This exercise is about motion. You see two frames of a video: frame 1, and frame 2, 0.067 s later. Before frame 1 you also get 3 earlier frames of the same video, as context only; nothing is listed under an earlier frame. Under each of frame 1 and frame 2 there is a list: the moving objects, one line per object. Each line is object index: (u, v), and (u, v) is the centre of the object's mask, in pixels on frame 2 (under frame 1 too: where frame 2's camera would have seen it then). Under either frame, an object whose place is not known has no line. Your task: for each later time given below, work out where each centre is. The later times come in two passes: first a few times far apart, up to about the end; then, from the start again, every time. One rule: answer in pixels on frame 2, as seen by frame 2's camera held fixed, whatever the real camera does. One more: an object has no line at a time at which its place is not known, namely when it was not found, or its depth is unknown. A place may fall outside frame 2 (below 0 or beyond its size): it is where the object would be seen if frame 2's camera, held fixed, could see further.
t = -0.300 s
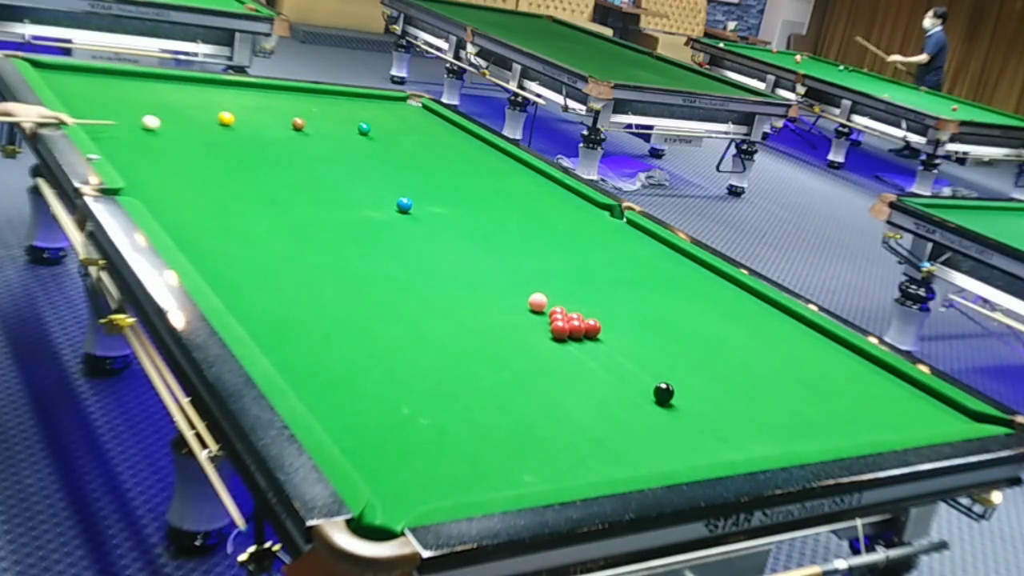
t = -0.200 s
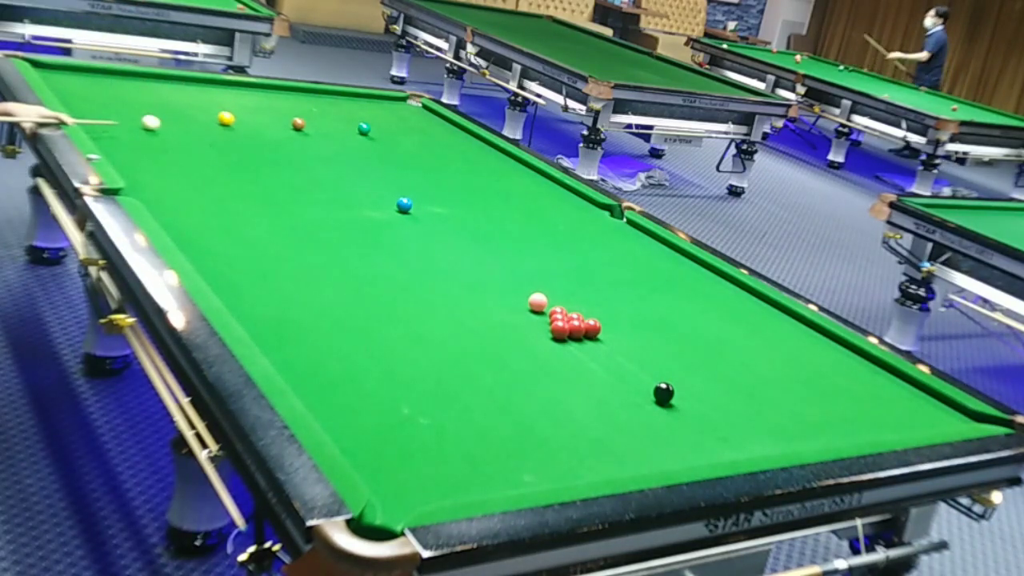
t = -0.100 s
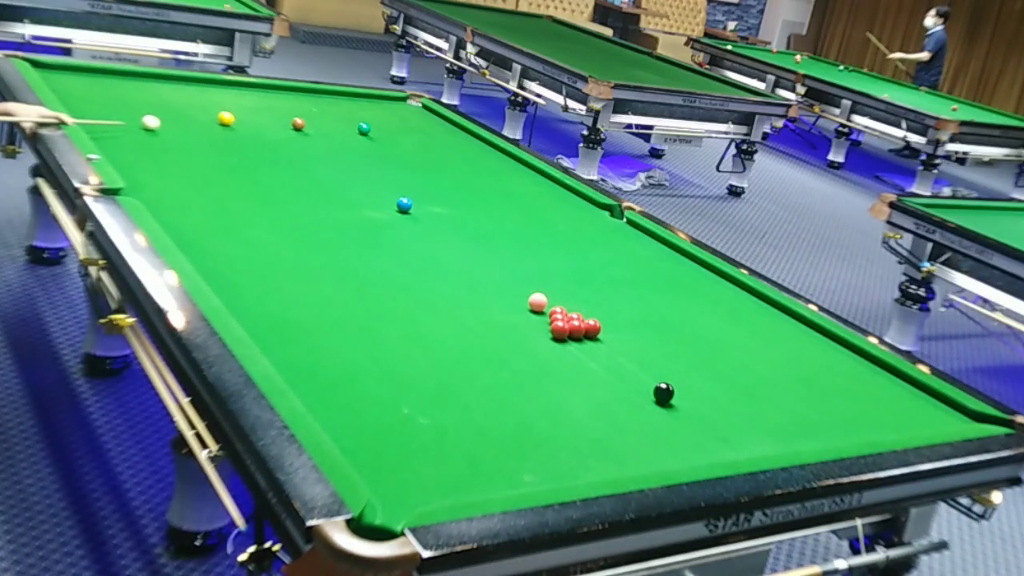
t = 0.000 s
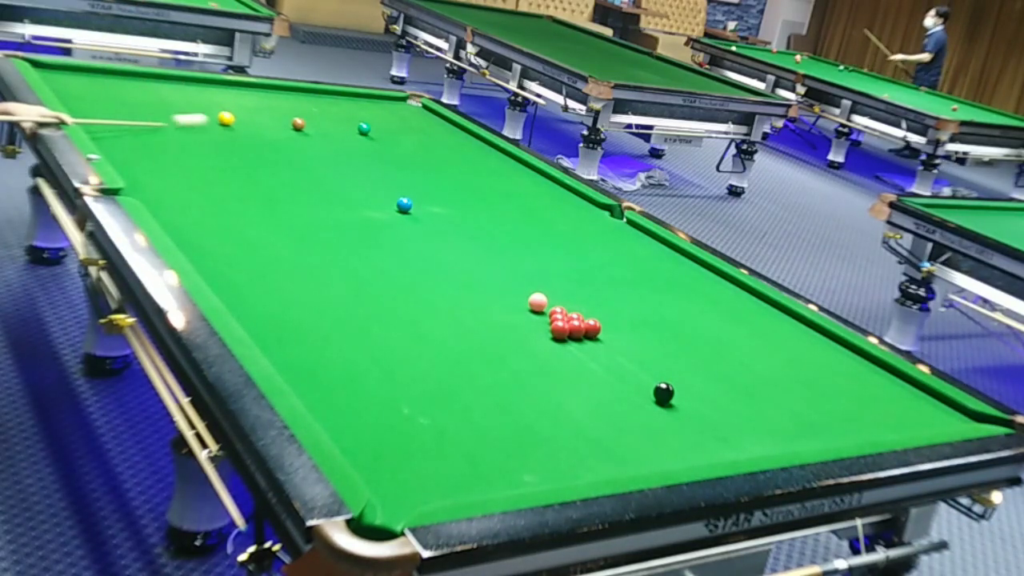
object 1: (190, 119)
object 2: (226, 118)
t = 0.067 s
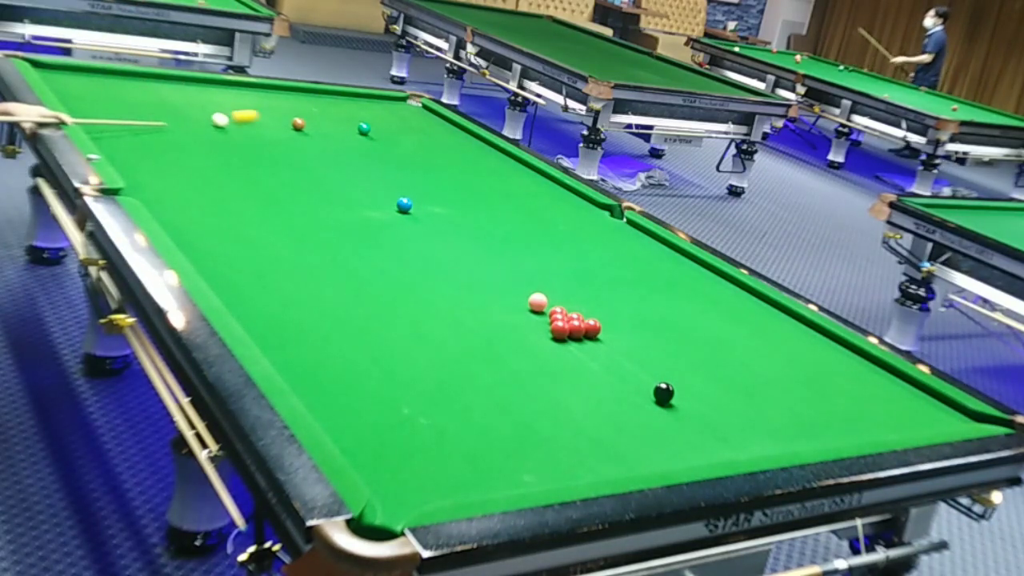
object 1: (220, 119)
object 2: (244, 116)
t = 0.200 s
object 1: (229, 123)
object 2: (310, 109)
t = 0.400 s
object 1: (242, 127)
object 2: (381, 102)
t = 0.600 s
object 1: (254, 131)
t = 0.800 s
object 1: (265, 134)
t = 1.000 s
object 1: (275, 137)
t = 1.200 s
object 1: (284, 140)
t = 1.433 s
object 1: (292, 143)
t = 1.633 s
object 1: (299, 145)
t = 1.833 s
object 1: (304, 147)
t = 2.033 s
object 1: (308, 149)
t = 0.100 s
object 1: (222, 121)
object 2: (263, 113)
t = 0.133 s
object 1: (225, 121)
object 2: (280, 112)
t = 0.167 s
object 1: (227, 122)
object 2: (295, 110)
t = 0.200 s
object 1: (229, 123)
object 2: (310, 109)
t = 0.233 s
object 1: (231, 123)
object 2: (324, 107)
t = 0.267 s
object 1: (234, 124)
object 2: (337, 106)
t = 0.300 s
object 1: (236, 125)
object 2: (349, 105)
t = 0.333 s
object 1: (238, 125)
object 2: (361, 104)
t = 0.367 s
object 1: (240, 126)
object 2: (371, 102)
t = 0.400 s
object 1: (242, 127)
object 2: (381, 102)
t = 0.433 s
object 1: (244, 127)
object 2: (391, 101)
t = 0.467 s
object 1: (246, 128)
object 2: (400, 99)
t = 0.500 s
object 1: (248, 129)
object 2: (408, 98)
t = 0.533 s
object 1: (250, 129)
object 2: (416, 97)
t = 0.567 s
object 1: (253, 130)
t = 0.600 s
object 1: (254, 131)
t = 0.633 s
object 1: (256, 131)
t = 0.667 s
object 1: (258, 132)
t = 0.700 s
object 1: (260, 132)
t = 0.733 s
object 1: (262, 133)
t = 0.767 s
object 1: (264, 133)
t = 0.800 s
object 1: (265, 134)
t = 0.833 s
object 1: (267, 135)
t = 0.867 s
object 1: (269, 135)
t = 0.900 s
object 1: (270, 136)
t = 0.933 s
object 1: (272, 136)
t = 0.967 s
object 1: (274, 137)
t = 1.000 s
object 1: (275, 137)
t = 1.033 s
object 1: (277, 138)
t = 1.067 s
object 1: (278, 138)
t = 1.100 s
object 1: (280, 139)
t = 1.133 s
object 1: (281, 139)
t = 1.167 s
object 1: (282, 140)
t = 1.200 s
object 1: (284, 140)
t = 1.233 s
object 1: (285, 141)
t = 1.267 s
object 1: (286, 141)
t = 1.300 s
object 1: (288, 142)
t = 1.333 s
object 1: (289, 142)
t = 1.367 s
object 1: (290, 142)
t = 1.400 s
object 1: (291, 143)
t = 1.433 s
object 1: (292, 143)
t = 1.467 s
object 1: (294, 144)
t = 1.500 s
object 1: (295, 144)
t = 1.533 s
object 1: (296, 144)
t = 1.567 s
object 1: (297, 145)
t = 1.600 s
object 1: (298, 145)
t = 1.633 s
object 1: (299, 145)
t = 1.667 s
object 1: (300, 146)
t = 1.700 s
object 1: (301, 146)
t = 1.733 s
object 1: (301, 147)
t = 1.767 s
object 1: (302, 147)
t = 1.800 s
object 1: (303, 147)
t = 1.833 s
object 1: (304, 147)
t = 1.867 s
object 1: (305, 148)
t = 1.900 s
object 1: (305, 148)
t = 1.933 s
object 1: (306, 148)
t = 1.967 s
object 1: (307, 148)
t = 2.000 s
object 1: (307, 148)
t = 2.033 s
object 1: (308, 149)
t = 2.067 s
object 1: (309, 149)
